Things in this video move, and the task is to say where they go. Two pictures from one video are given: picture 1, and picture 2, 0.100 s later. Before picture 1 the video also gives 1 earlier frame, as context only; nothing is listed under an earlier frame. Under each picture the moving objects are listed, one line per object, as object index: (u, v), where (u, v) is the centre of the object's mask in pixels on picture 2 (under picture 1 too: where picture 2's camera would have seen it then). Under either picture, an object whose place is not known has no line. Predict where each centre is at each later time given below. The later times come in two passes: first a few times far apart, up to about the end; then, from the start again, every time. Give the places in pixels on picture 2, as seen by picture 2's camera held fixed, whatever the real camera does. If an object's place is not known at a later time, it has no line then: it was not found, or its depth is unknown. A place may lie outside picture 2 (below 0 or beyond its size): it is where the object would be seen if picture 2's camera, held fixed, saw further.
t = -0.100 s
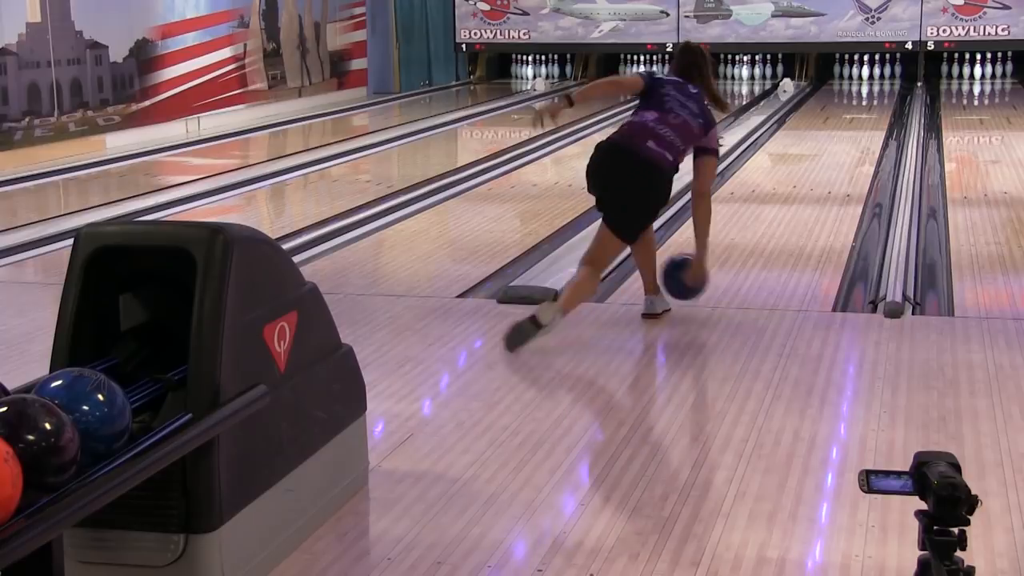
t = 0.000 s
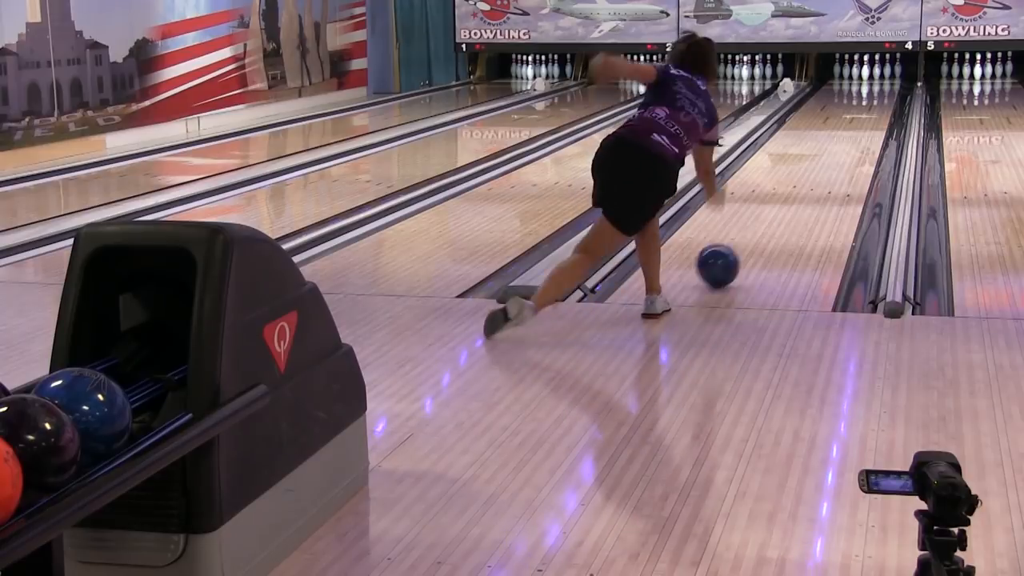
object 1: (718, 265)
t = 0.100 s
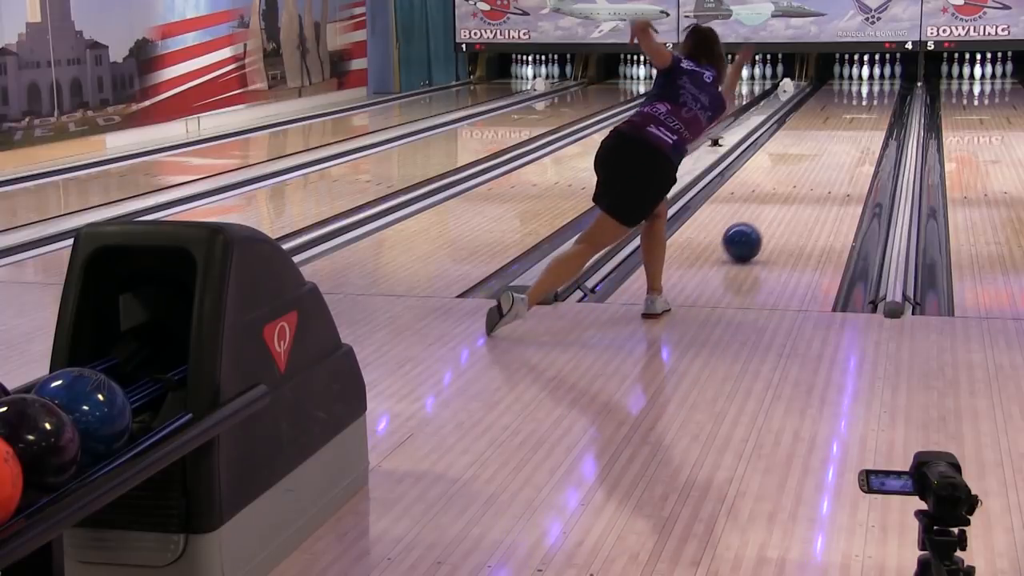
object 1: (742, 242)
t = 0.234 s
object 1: (769, 216)
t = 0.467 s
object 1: (804, 180)
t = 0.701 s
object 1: (829, 154)
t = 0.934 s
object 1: (848, 134)
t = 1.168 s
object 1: (863, 119)
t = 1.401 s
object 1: (874, 105)
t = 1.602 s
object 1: (880, 96)
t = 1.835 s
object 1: (883, 88)
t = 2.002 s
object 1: (881, 83)
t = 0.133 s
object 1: (749, 235)
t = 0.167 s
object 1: (756, 228)
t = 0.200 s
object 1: (762, 222)
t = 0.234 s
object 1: (769, 216)
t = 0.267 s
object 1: (774, 209)
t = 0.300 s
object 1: (780, 204)
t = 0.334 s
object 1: (785, 199)
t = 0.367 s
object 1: (790, 194)
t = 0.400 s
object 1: (795, 189)
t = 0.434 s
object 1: (799, 185)
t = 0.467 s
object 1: (804, 180)
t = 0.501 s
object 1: (808, 176)
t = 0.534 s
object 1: (812, 172)
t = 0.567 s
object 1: (815, 168)
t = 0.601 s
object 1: (819, 165)
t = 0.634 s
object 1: (823, 161)
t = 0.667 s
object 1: (826, 158)
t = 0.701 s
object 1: (829, 154)
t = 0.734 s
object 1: (832, 151)
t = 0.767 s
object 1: (835, 148)
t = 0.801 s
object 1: (838, 145)
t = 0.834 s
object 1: (841, 142)
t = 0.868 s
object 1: (843, 140)
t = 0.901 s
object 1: (846, 137)
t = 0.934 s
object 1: (848, 134)
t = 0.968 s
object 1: (850, 132)
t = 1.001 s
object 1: (853, 129)
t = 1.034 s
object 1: (855, 127)
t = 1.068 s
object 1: (857, 125)
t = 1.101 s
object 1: (859, 122)
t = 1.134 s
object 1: (861, 120)
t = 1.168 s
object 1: (863, 119)
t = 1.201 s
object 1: (865, 117)
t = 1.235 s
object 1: (867, 115)
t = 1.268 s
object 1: (868, 113)
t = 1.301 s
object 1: (870, 111)
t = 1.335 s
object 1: (871, 110)
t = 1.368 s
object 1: (872, 108)
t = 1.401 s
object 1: (874, 105)
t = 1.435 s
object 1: (875, 104)
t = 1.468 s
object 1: (877, 102)
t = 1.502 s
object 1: (878, 101)
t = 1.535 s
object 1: (878, 99)
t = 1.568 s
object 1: (879, 98)
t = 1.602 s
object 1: (880, 96)
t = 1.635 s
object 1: (881, 95)
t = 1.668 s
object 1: (881, 94)
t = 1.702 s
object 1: (882, 93)
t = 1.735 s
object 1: (882, 91)
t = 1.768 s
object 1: (882, 90)
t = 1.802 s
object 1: (883, 89)
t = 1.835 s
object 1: (883, 88)
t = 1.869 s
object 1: (882, 87)
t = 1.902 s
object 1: (882, 86)
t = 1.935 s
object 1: (882, 85)
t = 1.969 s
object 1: (882, 84)
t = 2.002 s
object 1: (881, 83)
